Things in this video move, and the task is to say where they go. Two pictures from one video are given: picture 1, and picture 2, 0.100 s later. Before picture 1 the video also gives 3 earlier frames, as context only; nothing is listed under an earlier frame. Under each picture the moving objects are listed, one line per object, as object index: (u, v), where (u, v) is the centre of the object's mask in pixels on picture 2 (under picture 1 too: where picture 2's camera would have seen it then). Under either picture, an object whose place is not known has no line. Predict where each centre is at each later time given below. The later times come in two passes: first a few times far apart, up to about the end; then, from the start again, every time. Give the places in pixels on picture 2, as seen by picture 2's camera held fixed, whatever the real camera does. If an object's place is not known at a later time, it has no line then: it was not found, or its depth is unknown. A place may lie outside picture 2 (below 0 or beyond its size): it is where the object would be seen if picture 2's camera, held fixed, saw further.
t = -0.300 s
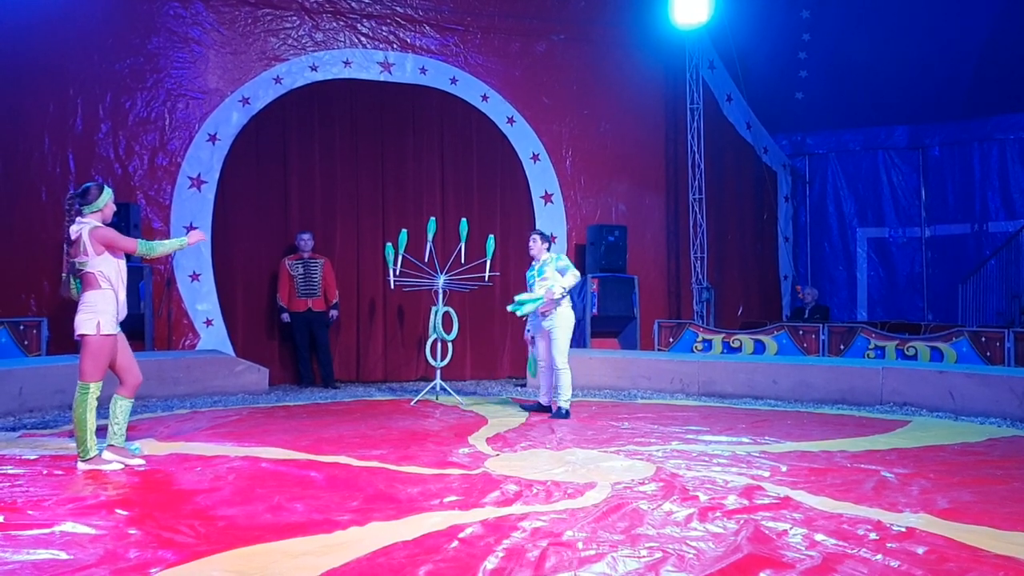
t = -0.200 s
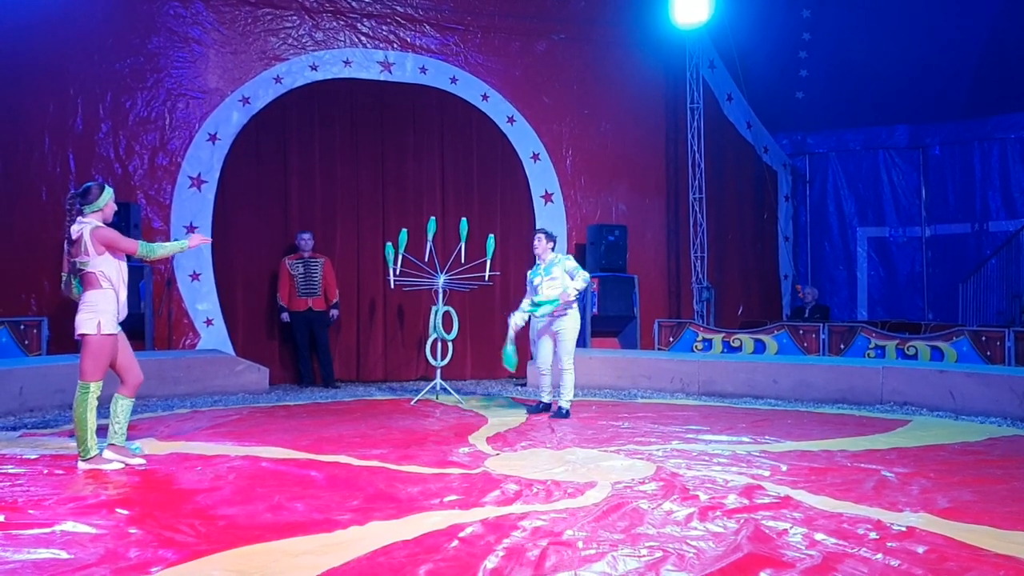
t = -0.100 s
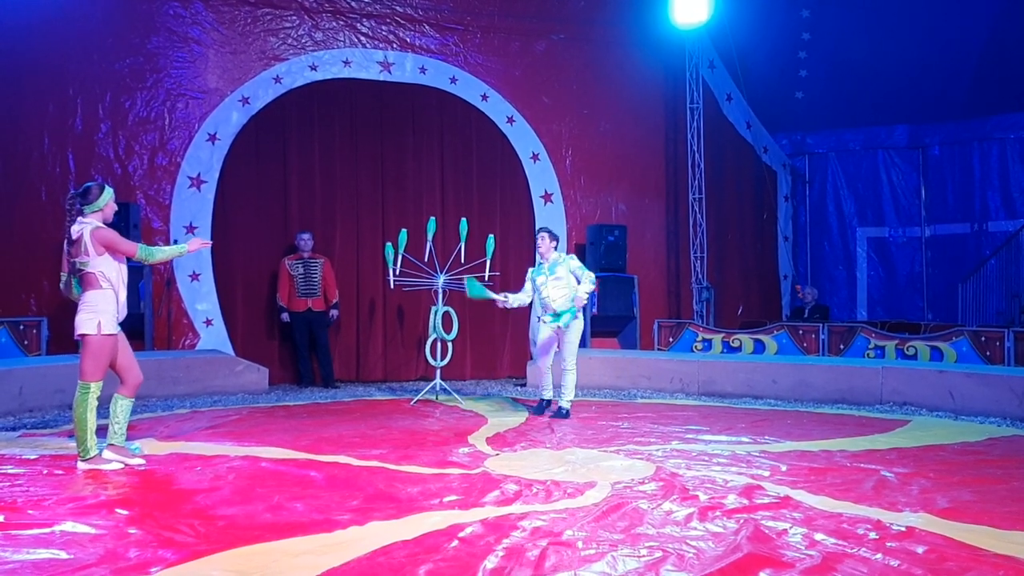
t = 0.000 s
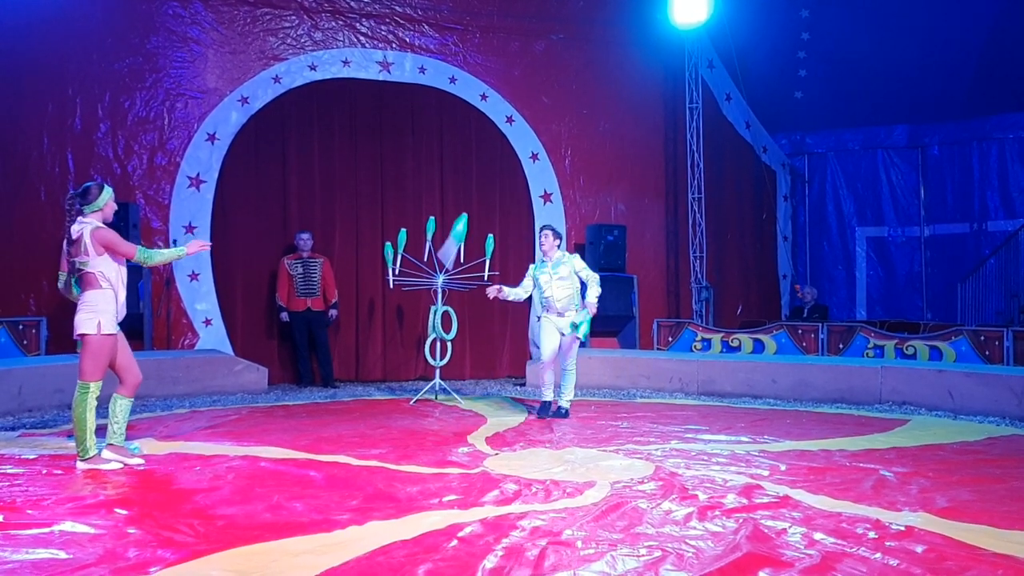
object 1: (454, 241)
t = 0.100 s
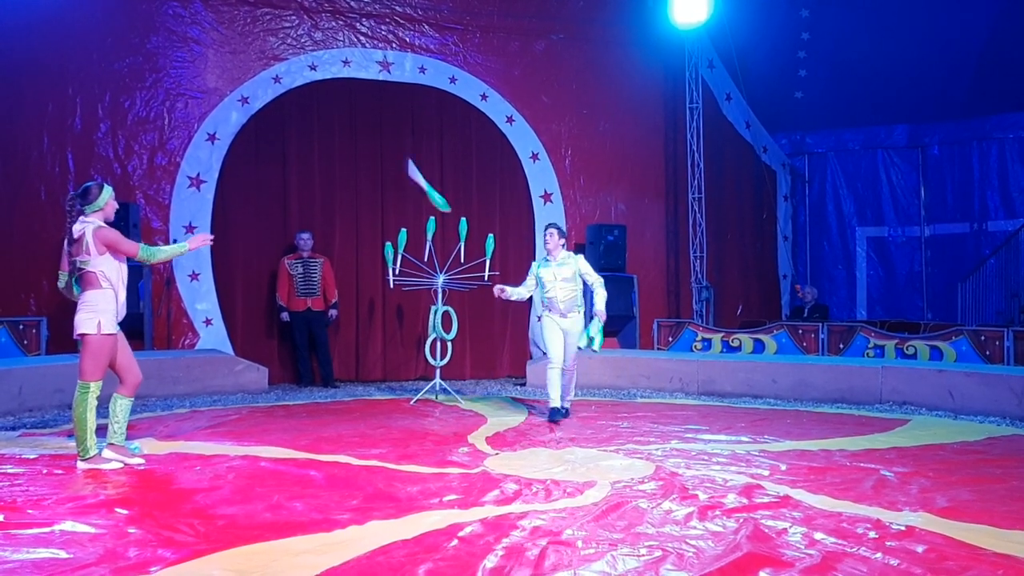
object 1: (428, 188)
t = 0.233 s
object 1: (388, 144)
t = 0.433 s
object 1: (324, 115)
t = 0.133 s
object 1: (420, 180)
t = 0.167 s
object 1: (409, 169)
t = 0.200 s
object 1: (398, 156)
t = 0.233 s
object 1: (388, 144)
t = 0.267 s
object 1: (382, 138)
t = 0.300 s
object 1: (372, 135)
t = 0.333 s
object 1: (358, 131)
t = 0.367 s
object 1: (344, 124)
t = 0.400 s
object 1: (333, 118)
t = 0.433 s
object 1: (324, 115)
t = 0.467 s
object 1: (317, 121)
